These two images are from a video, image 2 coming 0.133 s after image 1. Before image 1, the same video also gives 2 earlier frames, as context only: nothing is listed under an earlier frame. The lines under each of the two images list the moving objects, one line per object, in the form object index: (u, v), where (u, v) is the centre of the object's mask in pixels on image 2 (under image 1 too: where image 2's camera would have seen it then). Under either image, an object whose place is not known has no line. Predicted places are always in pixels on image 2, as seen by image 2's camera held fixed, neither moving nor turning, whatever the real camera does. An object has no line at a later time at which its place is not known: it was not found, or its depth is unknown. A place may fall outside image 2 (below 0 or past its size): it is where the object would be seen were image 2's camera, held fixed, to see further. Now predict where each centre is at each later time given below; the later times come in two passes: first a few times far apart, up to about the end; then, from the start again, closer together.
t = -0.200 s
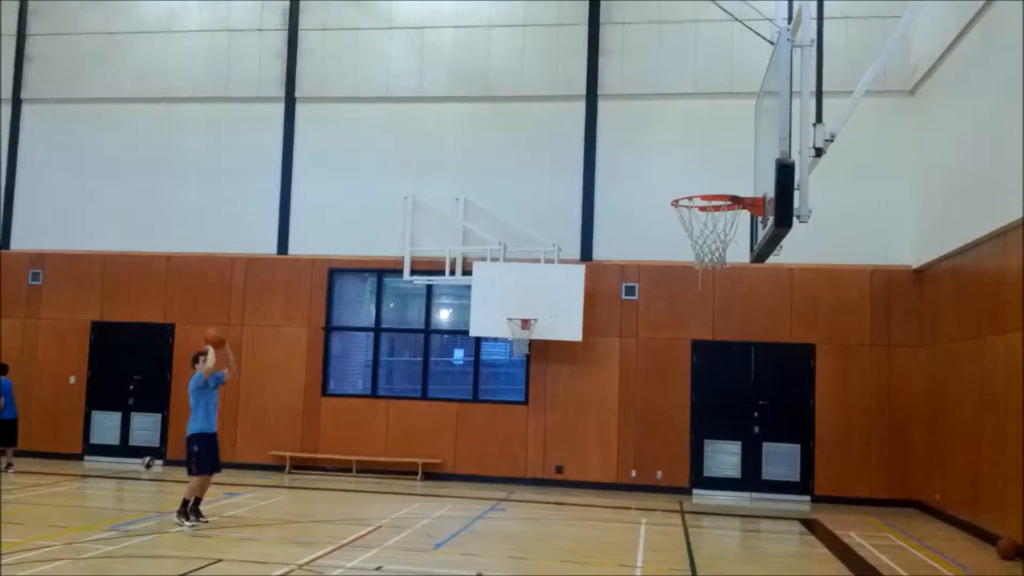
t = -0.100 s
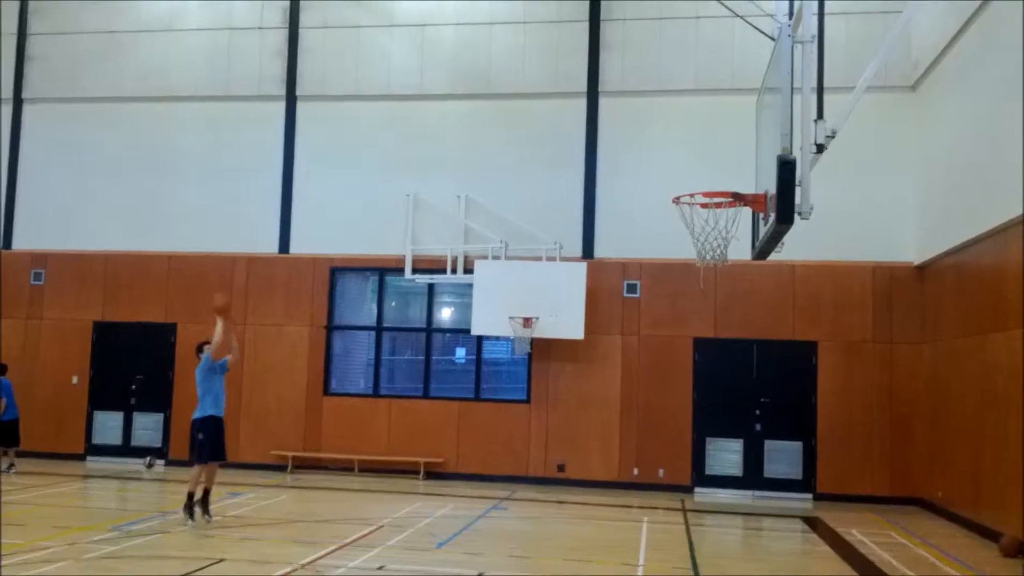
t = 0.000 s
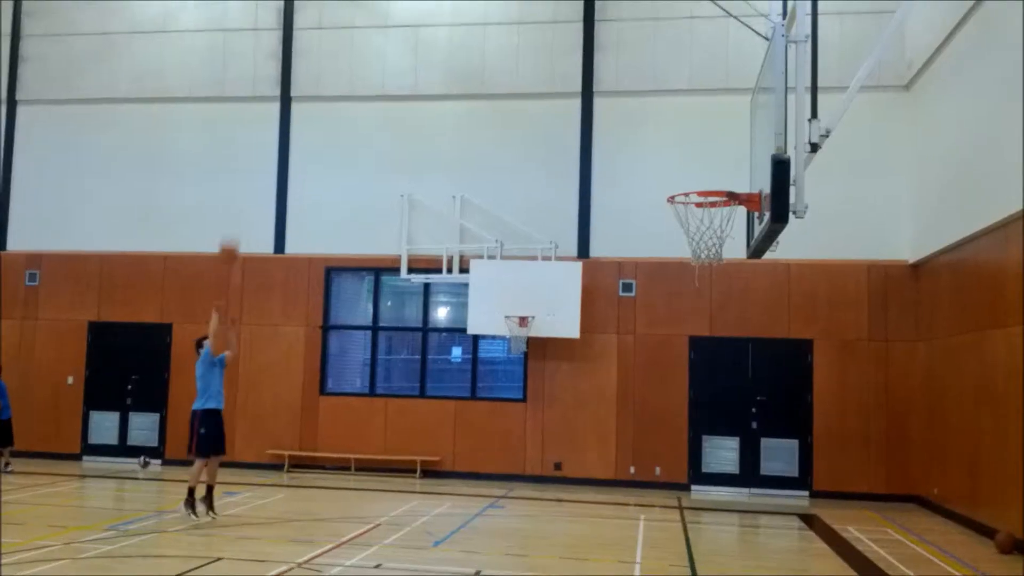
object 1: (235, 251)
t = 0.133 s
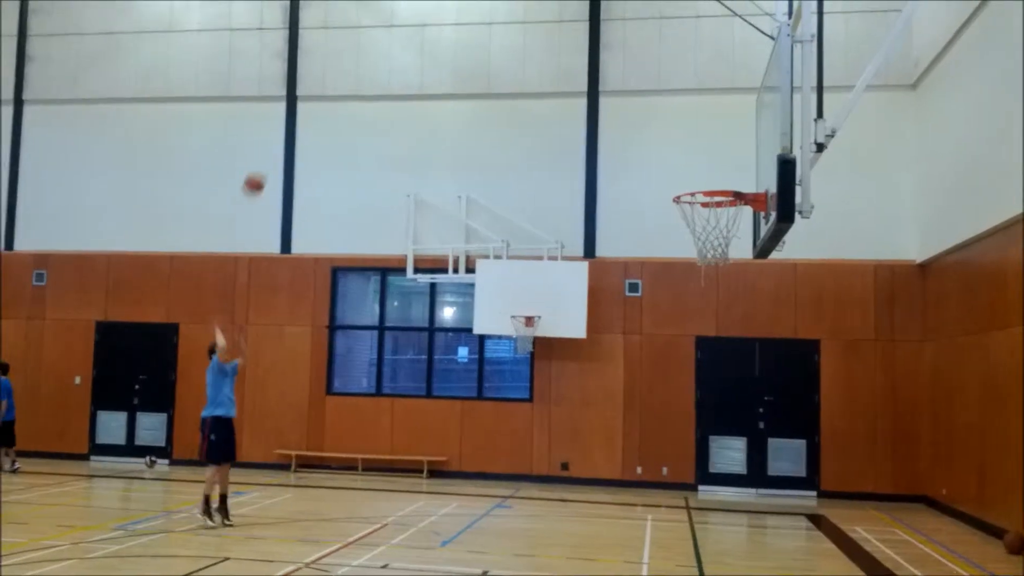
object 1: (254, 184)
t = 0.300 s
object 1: (278, 118)
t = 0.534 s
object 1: (312, 71)
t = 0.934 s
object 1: (374, 80)
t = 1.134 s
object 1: (404, 138)
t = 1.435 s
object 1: (454, 344)
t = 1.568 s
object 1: (482, 493)
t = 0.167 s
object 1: (258, 169)
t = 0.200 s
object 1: (264, 155)
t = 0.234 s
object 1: (268, 141)
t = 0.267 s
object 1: (273, 128)
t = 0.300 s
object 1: (278, 118)
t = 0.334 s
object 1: (282, 106)
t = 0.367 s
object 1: (288, 96)
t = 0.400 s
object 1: (292, 87)
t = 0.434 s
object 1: (297, 80)
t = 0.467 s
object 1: (300, 72)
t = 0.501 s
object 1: (307, 67)
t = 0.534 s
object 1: (312, 71)
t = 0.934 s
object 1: (374, 80)
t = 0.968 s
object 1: (378, 85)
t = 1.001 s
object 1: (385, 90)
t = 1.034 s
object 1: (390, 100)
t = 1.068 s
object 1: (393, 112)
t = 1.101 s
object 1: (399, 123)
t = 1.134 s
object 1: (404, 138)
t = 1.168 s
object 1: (409, 153)
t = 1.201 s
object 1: (414, 171)
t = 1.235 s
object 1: (419, 191)
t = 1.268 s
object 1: (425, 212)
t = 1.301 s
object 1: (431, 235)
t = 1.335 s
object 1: (439, 262)
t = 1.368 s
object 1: (443, 290)
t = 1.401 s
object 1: (448, 315)
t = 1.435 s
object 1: (454, 344)
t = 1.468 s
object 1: (462, 378)
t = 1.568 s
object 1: (482, 493)
